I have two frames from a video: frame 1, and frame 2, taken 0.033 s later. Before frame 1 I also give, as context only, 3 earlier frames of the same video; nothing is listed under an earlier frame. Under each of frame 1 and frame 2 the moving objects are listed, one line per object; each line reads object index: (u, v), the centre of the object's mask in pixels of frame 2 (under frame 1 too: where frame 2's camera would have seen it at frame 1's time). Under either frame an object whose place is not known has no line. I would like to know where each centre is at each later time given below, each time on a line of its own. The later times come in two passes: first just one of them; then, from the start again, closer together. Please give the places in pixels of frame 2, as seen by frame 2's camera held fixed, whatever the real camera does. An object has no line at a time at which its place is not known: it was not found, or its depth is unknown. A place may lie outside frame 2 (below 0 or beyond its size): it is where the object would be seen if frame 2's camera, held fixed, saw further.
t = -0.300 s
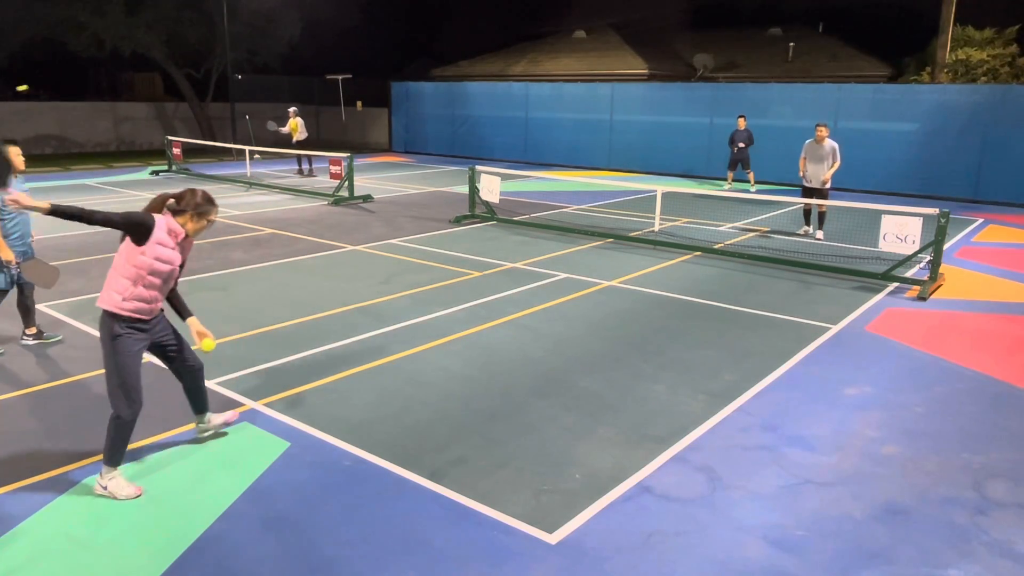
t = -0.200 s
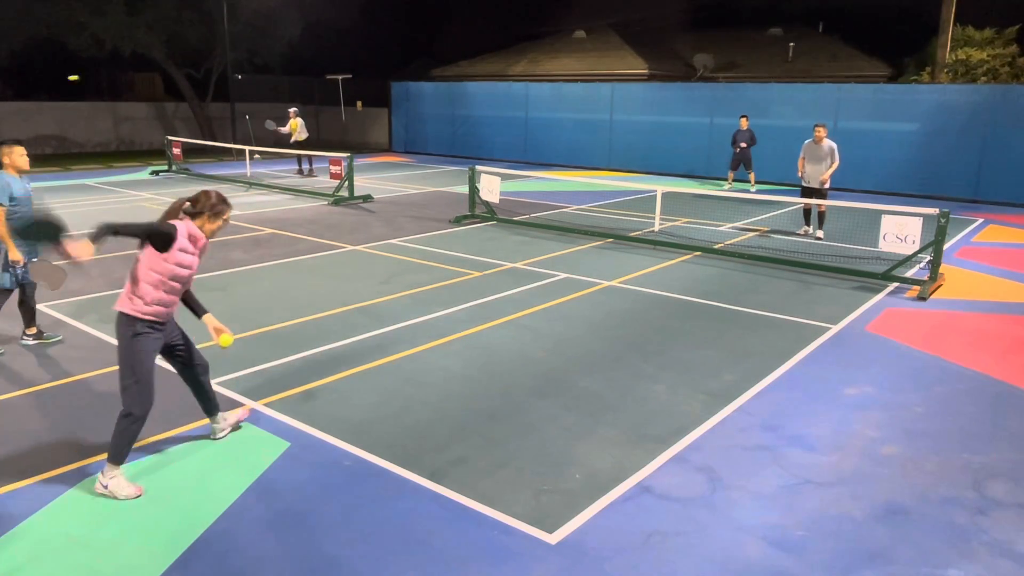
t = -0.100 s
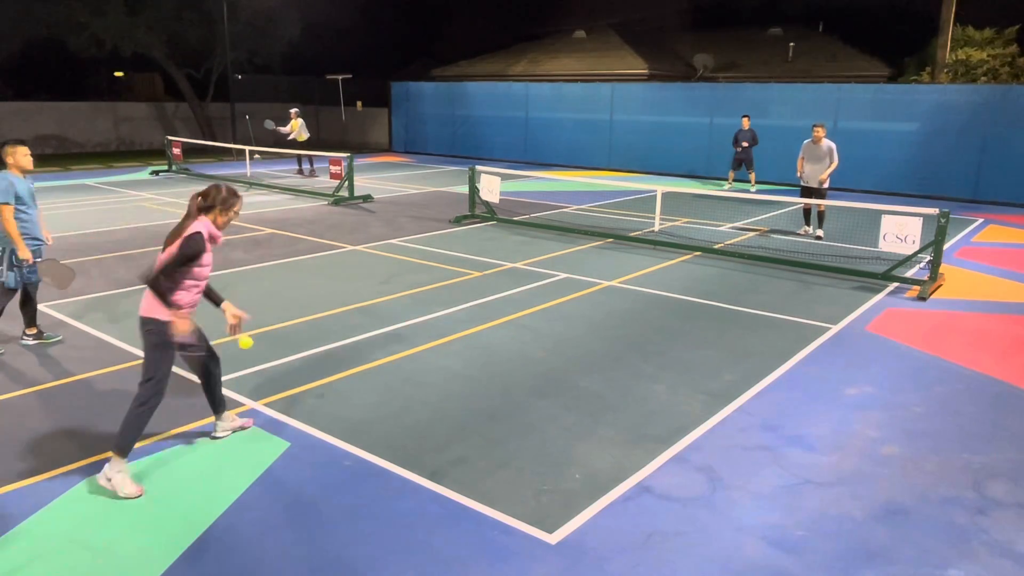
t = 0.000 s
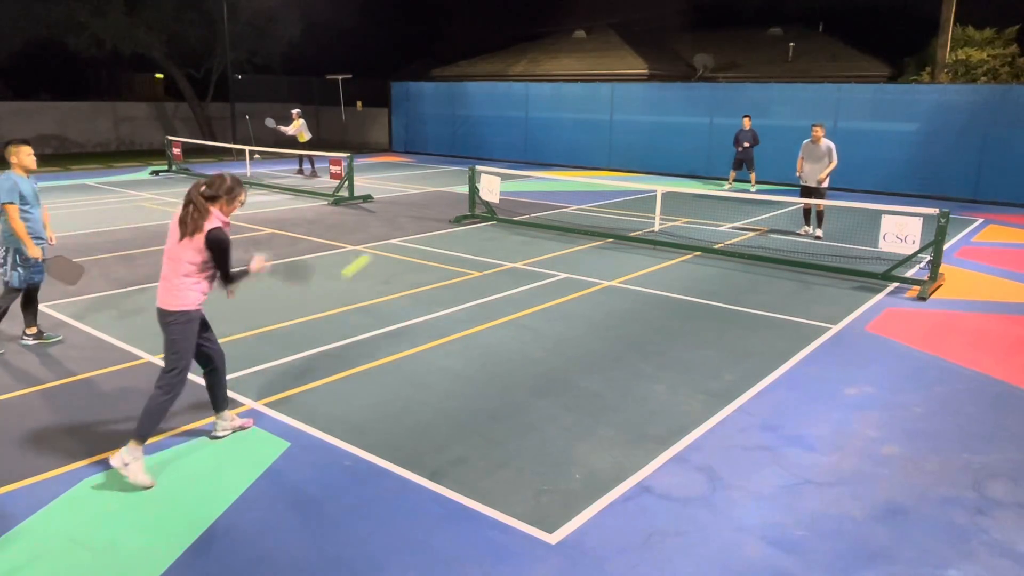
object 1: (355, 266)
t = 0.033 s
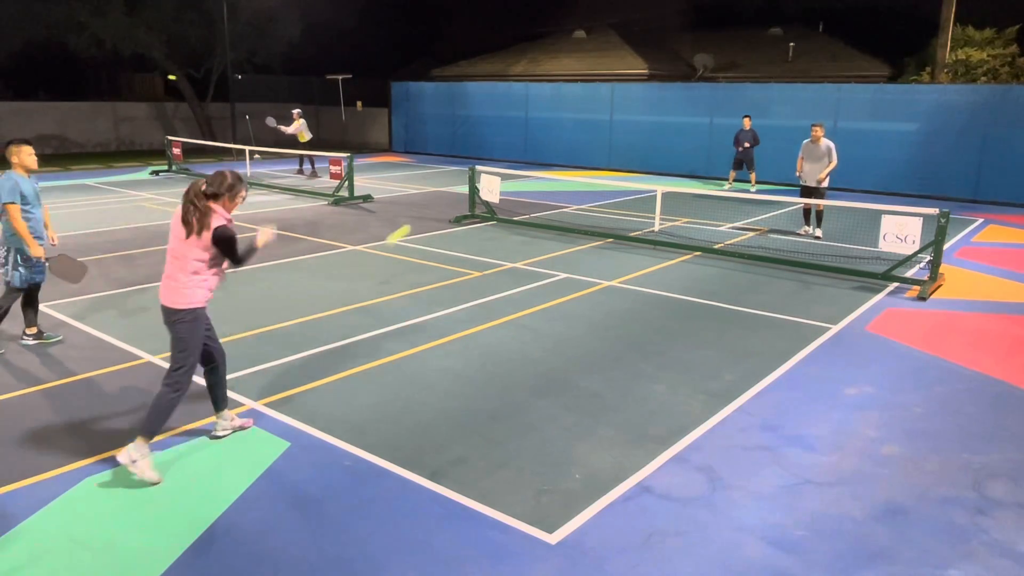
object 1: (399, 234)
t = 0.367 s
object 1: (606, 132)
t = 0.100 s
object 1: (464, 191)
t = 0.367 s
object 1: (606, 132)
